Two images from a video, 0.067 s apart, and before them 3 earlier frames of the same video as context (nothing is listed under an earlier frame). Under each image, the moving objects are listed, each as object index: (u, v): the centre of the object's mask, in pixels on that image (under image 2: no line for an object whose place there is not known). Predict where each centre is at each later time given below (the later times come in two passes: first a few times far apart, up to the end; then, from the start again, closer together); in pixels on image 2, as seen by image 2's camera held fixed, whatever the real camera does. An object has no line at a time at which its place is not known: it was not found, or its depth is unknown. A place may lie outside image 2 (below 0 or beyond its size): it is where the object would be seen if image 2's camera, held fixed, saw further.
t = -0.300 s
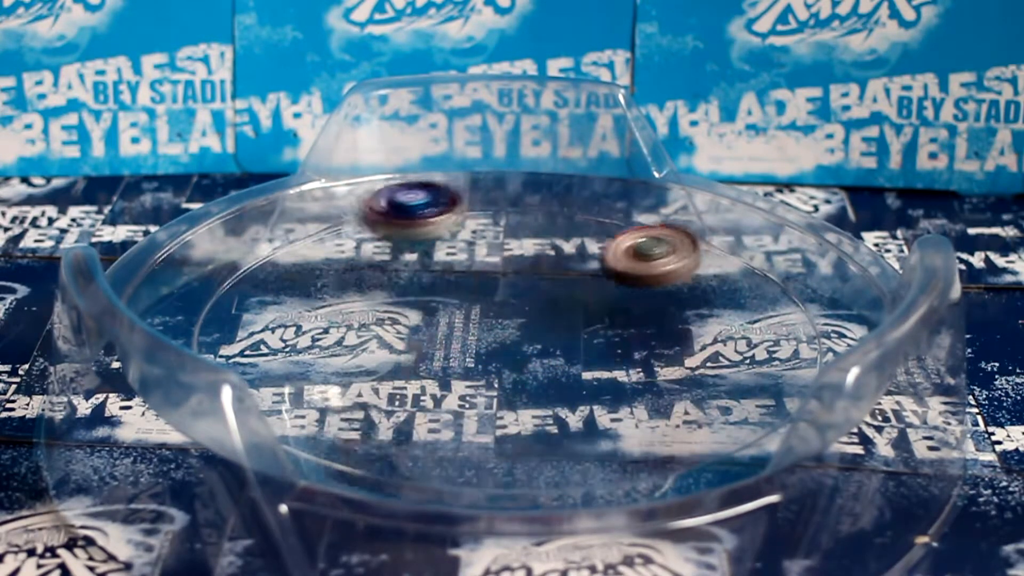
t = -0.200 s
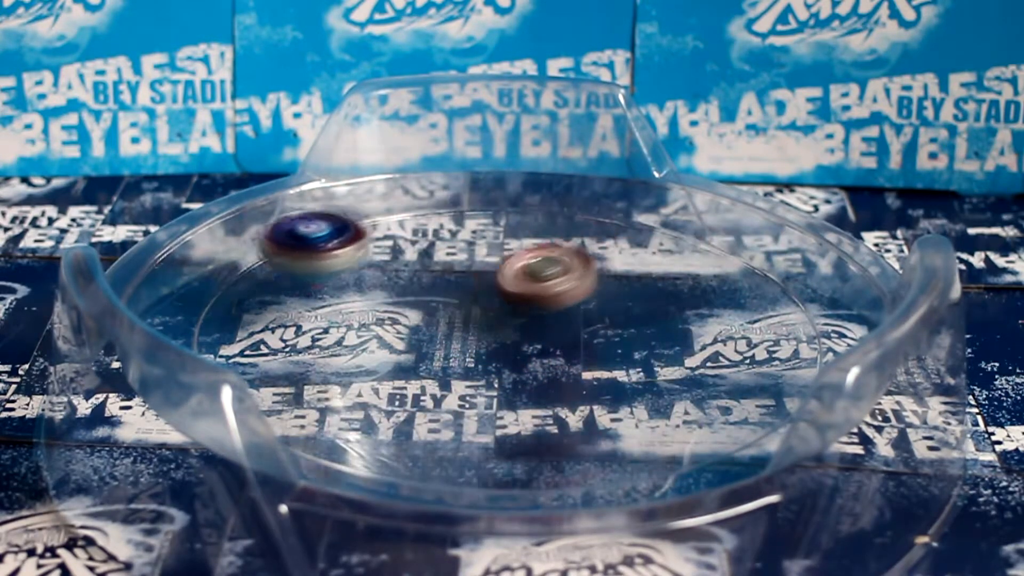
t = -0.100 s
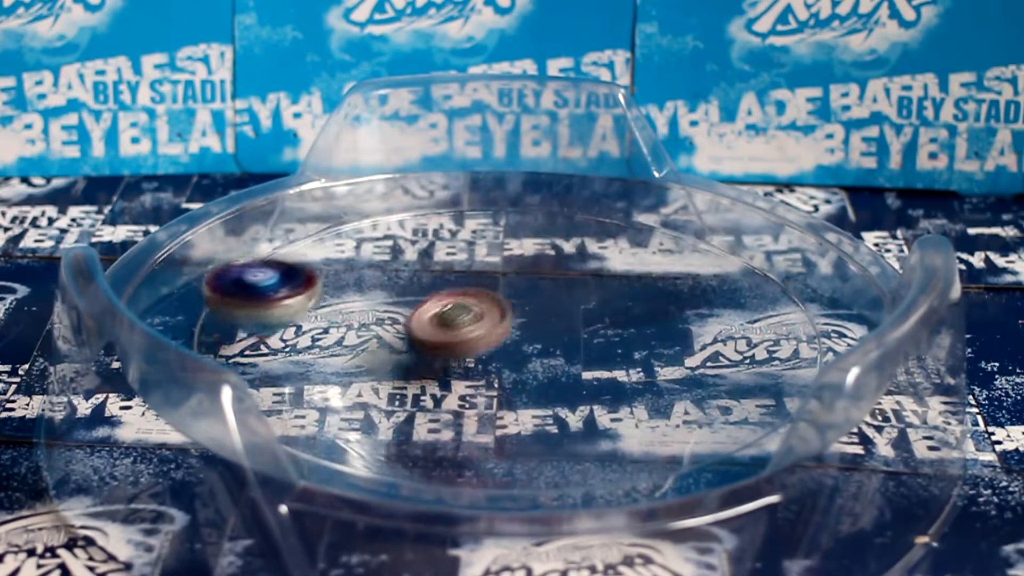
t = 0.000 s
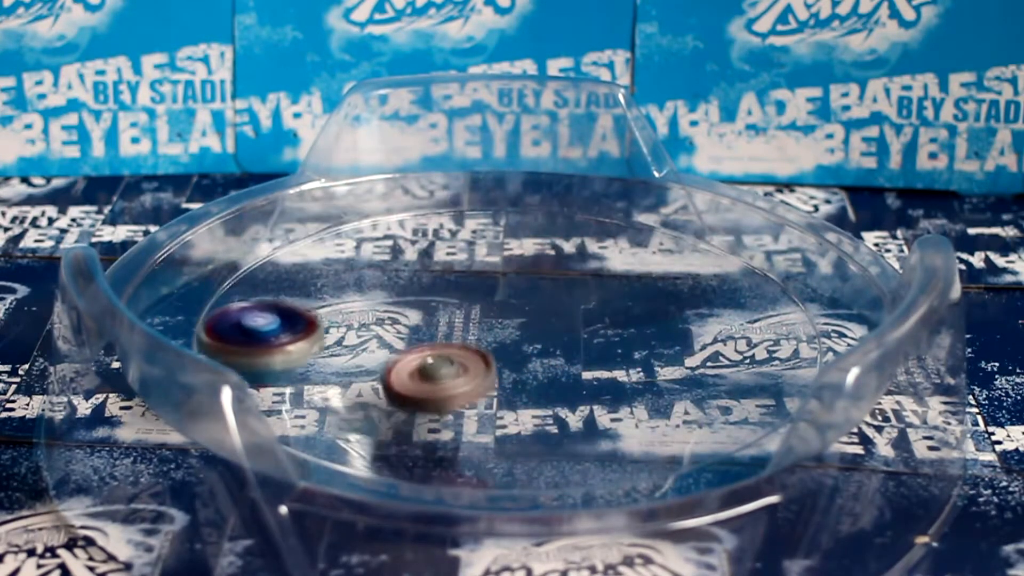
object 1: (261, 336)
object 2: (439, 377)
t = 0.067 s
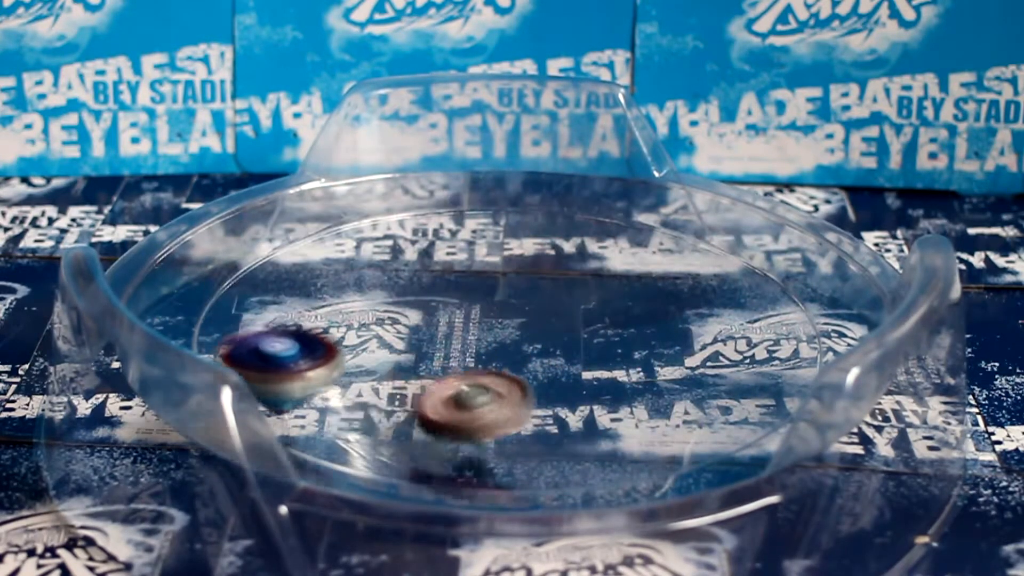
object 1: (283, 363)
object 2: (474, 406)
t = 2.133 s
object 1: (633, 334)
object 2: (335, 394)
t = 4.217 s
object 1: (609, 415)
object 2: (366, 341)
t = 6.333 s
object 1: (230, 227)
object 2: (335, 380)
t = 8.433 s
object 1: (736, 398)
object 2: (381, 240)
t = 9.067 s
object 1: (293, 387)
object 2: (750, 342)
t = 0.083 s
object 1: (290, 371)
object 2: (488, 411)
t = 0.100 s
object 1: (296, 377)
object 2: (504, 416)
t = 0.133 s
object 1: (311, 389)
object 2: (543, 422)
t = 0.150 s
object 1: (319, 394)
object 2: (564, 423)
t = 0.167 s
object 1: (328, 398)
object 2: (587, 424)
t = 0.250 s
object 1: (387, 415)
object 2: (703, 412)
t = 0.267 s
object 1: (402, 420)
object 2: (725, 407)
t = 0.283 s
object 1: (418, 424)
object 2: (744, 402)
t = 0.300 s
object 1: (433, 425)
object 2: (752, 393)
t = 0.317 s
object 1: (448, 427)
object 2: (761, 387)
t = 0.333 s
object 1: (463, 430)
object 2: (770, 377)
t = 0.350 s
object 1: (479, 430)
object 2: (776, 368)
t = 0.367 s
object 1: (495, 430)
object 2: (783, 359)
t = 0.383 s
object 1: (508, 429)
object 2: (787, 349)
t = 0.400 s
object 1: (524, 429)
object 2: (788, 341)
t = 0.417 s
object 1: (539, 428)
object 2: (785, 333)
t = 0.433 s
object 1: (554, 426)
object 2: (779, 324)
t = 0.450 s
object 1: (568, 425)
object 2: (769, 316)
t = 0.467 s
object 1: (581, 421)
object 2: (757, 310)
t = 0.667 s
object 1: (699, 373)
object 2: (525, 282)
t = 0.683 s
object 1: (704, 367)
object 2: (505, 284)
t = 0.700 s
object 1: (706, 362)
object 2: (484, 285)
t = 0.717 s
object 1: (708, 356)
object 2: (462, 289)
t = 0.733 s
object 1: (709, 350)
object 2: (443, 292)
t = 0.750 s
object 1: (708, 344)
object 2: (423, 298)
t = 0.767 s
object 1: (707, 338)
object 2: (407, 302)
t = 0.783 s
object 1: (704, 333)
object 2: (391, 306)
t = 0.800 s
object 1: (702, 327)
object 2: (376, 312)
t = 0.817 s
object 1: (698, 322)
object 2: (361, 318)
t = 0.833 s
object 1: (692, 316)
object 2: (349, 324)
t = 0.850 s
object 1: (688, 311)
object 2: (337, 330)
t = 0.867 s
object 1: (682, 307)
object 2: (328, 336)
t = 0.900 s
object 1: (671, 297)
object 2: (315, 352)
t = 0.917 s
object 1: (665, 293)
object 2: (311, 359)
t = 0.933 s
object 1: (657, 289)
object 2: (310, 367)
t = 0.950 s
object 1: (649, 284)
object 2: (310, 375)
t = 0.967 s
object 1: (639, 280)
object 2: (314, 383)
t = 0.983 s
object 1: (631, 277)
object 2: (317, 390)
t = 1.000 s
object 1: (619, 273)
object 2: (325, 398)
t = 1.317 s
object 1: (411, 257)
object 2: (677, 400)
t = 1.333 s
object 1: (402, 259)
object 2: (685, 393)
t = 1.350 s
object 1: (392, 261)
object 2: (688, 384)
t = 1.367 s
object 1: (384, 264)
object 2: (692, 375)
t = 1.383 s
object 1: (376, 267)
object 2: (691, 367)
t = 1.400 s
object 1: (368, 270)
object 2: (690, 358)
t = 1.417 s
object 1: (362, 274)
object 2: (685, 348)
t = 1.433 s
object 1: (356, 276)
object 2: (679, 339)
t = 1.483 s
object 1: (339, 291)
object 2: (651, 315)
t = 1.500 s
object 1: (336, 295)
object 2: (640, 307)
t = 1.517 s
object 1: (333, 300)
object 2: (628, 300)
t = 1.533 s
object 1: (332, 306)
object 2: (614, 293)
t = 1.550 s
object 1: (332, 311)
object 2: (599, 285)
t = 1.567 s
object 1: (332, 317)
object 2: (582, 280)
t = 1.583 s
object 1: (334, 323)
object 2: (565, 274)
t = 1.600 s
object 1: (337, 329)
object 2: (549, 269)
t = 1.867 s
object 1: (491, 383)
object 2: (260, 258)
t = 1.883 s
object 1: (505, 383)
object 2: (248, 263)
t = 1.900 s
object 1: (517, 383)
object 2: (235, 268)
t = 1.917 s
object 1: (528, 381)
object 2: (225, 275)
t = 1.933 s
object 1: (541, 380)
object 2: (217, 281)
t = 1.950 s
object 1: (552, 378)
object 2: (211, 290)
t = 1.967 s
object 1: (561, 376)
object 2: (209, 297)
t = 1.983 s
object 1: (573, 373)
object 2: (208, 309)
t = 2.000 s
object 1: (584, 370)
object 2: (212, 319)
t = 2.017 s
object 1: (593, 366)
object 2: (220, 328)
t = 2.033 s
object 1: (600, 363)
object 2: (229, 337)
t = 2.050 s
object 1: (608, 359)
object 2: (242, 347)
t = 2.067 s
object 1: (615, 354)
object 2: (257, 357)
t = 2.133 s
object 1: (633, 334)
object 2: (335, 394)
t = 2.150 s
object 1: (637, 328)
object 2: (354, 399)
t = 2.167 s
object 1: (639, 324)
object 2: (385, 405)
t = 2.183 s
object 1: (641, 319)
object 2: (408, 409)
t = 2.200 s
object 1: (639, 314)
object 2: (435, 411)
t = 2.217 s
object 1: (639, 309)
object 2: (461, 412)
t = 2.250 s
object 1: (636, 300)
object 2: (509, 411)
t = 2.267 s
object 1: (633, 295)
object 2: (532, 408)
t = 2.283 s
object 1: (629, 290)
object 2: (553, 404)
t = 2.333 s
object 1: (614, 278)
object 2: (606, 387)
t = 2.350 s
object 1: (607, 274)
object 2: (619, 379)
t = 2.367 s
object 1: (601, 269)
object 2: (632, 371)
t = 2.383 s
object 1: (593, 266)
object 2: (645, 363)
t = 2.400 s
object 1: (586, 264)
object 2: (654, 356)
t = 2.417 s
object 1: (578, 261)
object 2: (662, 344)
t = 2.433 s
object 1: (568, 259)
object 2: (667, 334)
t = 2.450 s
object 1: (559, 257)
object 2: (672, 325)
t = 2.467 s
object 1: (550, 255)
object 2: (674, 314)
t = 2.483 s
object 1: (542, 254)
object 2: (674, 305)
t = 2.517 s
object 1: (523, 255)
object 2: (671, 285)
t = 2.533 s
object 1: (514, 255)
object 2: (668, 276)
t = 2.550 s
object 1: (506, 256)
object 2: (662, 266)
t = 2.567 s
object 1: (497, 258)
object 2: (655, 255)
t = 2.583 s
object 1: (489, 260)
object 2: (649, 246)
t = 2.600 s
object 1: (479, 263)
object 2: (638, 237)
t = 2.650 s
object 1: (457, 271)
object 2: (607, 214)
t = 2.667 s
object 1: (450, 274)
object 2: (593, 207)
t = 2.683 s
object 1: (445, 276)
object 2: (582, 202)
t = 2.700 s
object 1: (439, 281)
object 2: (565, 195)
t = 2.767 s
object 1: (425, 299)
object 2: (498, 185)
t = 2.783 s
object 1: (423, 305)
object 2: (483, 188)
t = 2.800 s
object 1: (423, 309)
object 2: (464, 189)
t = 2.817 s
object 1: (423, 314)
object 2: (447, 191)
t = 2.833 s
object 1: (424, 319)
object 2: (430, 194)
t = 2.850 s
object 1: (426, 324)
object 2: (417, 197)
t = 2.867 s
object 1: (429, 329)
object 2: (398, 203)
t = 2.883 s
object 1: (432, 334)
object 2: (384, 209)
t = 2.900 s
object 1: (437, 339)
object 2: (372, 214)
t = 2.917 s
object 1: (442, 342)
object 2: (361, 224)
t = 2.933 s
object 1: (448, 348)
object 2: (350, 235)
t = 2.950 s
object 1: (454, 351)
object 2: (342, 244)
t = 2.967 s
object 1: (462, 355)
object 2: (336, 254)
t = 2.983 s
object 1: (468, 357)
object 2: (332, 263)
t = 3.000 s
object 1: (477, 361)
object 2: (330, 275)
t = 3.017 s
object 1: (485, 364)
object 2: (331, 290)
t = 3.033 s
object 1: (496, 366)
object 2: (332, 297)
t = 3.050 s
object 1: (505, 368)
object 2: (337, 311)
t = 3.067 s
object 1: (515, 369)
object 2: (343, 322)
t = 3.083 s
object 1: (524, 370)
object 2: (354, 332)
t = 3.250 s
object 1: (632, 354)
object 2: (509, 398)
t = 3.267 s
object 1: (643, 350)
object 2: (523, 400)
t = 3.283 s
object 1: (653, 346)
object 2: (537, 401)
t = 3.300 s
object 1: (659, 341)
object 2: (552, 401)
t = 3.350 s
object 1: (672, 329)
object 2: (603, 397)
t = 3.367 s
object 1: (675, 325)
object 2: (621, 394)
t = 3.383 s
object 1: (678, 319)
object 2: (642, 390)
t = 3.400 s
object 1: (679, 315)
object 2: (658, 386)
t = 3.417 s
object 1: (679, 310)
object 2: (678, 380)
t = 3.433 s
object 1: (680, 306)
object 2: (694, 374)
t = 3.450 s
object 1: (678, 302)
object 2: (709, 366)
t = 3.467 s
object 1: (675, 299)
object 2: (723, 359)
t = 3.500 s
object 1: (669, 293)
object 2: (745, 340)
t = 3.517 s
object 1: (665, 289)
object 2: (752, 331)
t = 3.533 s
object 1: (660, 287)
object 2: (757, 321)
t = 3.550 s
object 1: (655, 283)
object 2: (759, 312)
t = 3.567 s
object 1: (650, 281)
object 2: (759, 303)
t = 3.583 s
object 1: (644, 279)
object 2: (757, 295)
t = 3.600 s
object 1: (637, 276)
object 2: (751, 284)
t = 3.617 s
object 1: (630, 274)
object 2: (745, 278)
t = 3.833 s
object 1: (500, 288)
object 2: (566, 232)
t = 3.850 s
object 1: (492, 291)
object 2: (549, 234)
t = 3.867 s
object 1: (483, 295)
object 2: (529, 238)
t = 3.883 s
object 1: (478, 299)
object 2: (510, 241)
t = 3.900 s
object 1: (467, 309)
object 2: (501, 239)
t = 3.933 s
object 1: (448, 326)
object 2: (479, 231)
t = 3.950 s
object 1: (439, 336)
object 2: (469, 229)
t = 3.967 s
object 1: (433, 346)
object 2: (458, 230)
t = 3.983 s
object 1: (429, 353)
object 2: (447, 232)
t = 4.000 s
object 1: (425, 362)
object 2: (434, 235)
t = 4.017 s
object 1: (426, 372)
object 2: (424, 238)
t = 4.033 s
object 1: (429, 378)
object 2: (409, 245)
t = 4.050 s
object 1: (435, 388)
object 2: (397, 251)
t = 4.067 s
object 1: (445, 396)
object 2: (387, 260)
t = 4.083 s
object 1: (455, 402)
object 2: (379, 267)
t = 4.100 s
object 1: (475, 409)
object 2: (373, 273)
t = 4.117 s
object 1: (491, 414)
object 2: (364, 284)
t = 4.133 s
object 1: (510, 418)
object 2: (361, 293)
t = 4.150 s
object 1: (531, 421)
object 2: (357, 300)
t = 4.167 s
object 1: (550, 421)
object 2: (356, 311)
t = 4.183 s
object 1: (572, 418)
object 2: (358, 323)
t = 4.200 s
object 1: (594, 418)
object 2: (362, 332)
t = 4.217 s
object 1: (609, 415)
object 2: (366, 341)
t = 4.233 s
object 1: (633, 415)
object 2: (375, 350)
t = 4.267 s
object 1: (665, 410)
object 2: (392, 367)
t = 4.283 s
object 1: (681, 406)
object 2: (404, 375)
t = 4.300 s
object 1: (695, 401)
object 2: (420, 382)
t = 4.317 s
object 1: (707, 396)
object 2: (439, 389)
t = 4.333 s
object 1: (718, 389)
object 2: (460, 394)
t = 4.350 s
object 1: (728, 383)
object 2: (477, 398)
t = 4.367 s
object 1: (735, 374)
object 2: (496, 402)
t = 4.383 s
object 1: (742, 365)
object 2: (517, 404)
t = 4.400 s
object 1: (744, 356)
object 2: (537, 405)
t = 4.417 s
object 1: (742, 342)
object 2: (556, 405)
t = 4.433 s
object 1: (738, 333)
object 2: (581, 403)
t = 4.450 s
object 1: (728, 322)
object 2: (599, 400)
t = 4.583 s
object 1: (552, 273)
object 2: (726, 355)
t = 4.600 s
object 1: (524, 272)
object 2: (736, 346)
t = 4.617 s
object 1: (489, 272)
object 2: (742, 338)
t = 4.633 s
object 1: (459, 274)
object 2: (746, 328)
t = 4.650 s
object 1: (429, 277)
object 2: (747, 320)
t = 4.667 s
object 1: (401, 280)
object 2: (746, 311)
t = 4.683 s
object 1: (374, 286)
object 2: (744, 302)
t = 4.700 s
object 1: (349, 290)
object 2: (740, 294)
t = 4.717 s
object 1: (330, 296)
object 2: (735, 286)
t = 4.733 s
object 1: (314, 306)
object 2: (727, 279)
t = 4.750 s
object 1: (297, 315)
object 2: (718, 273)
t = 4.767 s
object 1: (285, 327)
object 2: (705, 266)
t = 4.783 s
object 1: (277, 338)
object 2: (695, 260)
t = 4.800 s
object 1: (275, 349)
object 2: (680, 255)
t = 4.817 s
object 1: (276, 364)
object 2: (665, 252)
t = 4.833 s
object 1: (283, 374)
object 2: (651, 248)
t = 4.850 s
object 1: (296, 388)
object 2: (634, 246)
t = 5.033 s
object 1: (680, 410)
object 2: (442, 271)
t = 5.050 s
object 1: (698, 401)
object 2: (425, 279)
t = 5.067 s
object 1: (711, 392)
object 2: (410, 286)
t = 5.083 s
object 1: (721, 380)
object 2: (400, 291)
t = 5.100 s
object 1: (727, 369)
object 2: (390, 300)
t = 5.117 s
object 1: (730, 354)
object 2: (383, 306)
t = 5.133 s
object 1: (726, 340)
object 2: (377, 313)
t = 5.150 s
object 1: (720, 326)
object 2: (372, 322)
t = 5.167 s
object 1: (710, 313)
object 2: (366, 328)
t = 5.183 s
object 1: (698, 301)
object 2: (365, 335)
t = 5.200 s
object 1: (687, 294)
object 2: (363, 347)
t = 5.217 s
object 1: (669, 283)
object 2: (364, 354)
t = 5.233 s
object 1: (654, 276)
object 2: (365, 362)
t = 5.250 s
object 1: (633, 266)
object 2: (370, 371)
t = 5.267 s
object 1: (607, 254)
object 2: (375, 378)
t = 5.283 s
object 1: (578, 245)
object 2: (384, 385)
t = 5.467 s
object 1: (269, 235)
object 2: (573, 422)
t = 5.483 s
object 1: (252, 241)
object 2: (591, 419)
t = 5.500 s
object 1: (233, 251)
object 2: (613, 415)
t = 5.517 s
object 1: (222, 263)
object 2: (632, 412)
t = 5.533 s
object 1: (214, 280)
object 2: (649, 408)
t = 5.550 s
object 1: (210, 293)
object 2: (667, 401)
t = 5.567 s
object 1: (208, 305)
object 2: (680, 395)
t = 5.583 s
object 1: (216, 321)
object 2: (692, 388)
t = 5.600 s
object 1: (227, 336)
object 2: (703, 379)
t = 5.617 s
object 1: (248, 353)
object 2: (711, 372)
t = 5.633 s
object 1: (287, 379)
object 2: (716, 364)
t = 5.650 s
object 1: (309, 395)
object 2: (718, 357)
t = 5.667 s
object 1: (332, 403)
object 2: (718, 347)
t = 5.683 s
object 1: (366, 412)
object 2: (715, 339)
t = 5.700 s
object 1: (411, 422)
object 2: (712, 331)
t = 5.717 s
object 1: (440, 428)
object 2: (707, 324)
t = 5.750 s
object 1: (519, 424)
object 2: (689, 310)
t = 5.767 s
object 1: (551, 421)
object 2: (679, 303)
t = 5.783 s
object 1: (583, 416)
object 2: (669, 298)
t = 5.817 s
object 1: (633, 402)
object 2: (643, 287)
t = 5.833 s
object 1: (654, 394)
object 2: (630, 283)
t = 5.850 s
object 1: (673, 379)
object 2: (615, 279)
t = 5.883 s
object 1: (700, 353)
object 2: (581, 273)
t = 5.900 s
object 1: (708, 339)
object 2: (563, 270)
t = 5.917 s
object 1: (709, 319)
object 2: (548, 268)
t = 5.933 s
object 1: (709, 307)
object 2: (527, 266)
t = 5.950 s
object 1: (707, 295)
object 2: (514, 266)
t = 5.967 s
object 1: (699, 280)
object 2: (493, 265)
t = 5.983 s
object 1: (689, 267)
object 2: (474, 267)
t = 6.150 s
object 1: (481, 177)
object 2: (334, 298)
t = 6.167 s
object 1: (452, 175)
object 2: (324, 303)
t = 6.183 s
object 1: (420, 177)
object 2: (317, 310)
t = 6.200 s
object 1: (394, 179)
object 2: (311, 318)
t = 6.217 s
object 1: (361, 181)
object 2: (306, 323)
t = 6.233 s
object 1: (343, 181)
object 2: (304, 331)
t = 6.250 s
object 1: (322, 186)
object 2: (304, 339)
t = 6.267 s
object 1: (293, 188)
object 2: (305, 347)
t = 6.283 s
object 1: (273, 199)
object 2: (309, 356)
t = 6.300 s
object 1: (258, 206)
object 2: (316, 364)
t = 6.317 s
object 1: (242, 213)
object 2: (325, 373)
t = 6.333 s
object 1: (230, 227)
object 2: (335, 380)
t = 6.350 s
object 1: (225, 238)
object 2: (348, 387)
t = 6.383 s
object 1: (218, 264)
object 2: (379, 399)
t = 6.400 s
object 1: (216, 285)
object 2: (396, 404)
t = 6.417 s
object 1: (220, 297)
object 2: (414, 408)
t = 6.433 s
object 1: (228, 309)
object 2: (442, 413)
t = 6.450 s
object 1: (241, 324)
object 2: (459, 415)
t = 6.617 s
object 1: (536, 410)
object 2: (633, 383)
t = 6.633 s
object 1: (566, 406)
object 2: (646, 375)
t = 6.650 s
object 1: (595, 400)
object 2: (658, 366)
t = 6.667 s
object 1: (621, 397)
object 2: (668, 353)
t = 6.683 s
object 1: (651, 390)
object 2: (671, 339)
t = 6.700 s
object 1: (677, 378)
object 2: (669, 325)
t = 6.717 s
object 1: (702, 368)
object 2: (668, 317)
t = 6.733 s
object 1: (726, 355)
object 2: (666, 309)
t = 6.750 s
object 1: (745, 340)
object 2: (664, 303)
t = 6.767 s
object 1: (758, 320)
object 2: (664, 296)
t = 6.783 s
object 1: (765, 306)
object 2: (661, 290)
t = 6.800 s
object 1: (770, 297)
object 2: (656, 281)
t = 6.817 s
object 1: (772, 282)
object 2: (650, 275)
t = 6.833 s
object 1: (769, 267)
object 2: (640, 266)
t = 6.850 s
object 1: (766, 253)
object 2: (631, 261)
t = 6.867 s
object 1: (760, 241)
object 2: (621, 253)
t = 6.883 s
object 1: (745, 227)
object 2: (609, 247)
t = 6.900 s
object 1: (724, 217)
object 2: (598, 241)
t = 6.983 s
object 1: (629, 176)
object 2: (502, 223)
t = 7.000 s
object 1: (617, 171)
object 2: (468, 220)
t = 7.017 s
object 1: (603, 166)
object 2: (440, 218)
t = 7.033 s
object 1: (583, 166)
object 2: (413, 218)
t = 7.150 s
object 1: (442, 203)
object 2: (273, 231)
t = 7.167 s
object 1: (426, 212)
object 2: (259, 235)
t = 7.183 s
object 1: (410, 225)
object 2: (248, 242)
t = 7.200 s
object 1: (397, 238)
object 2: (240, 250)
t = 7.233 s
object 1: (380, 268)
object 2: (227, 265)
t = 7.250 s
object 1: (375, 278)
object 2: (220, 272)
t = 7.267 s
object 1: (373, 294)
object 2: (215, 280)
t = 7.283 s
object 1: (375, 307)
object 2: (211, 288)
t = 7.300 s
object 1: (378, 323)
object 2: (209, 296)
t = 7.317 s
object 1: (386, 335)
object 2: (209, 304)
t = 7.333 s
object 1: (395, 346)
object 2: (209, 313)
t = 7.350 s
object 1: (413, 361)
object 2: (213, 322)
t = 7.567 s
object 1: (745, 375)
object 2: (398, 415)
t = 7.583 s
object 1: (771, 362)
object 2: (420, 419)
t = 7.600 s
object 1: (785, 351)
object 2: (446, 422)
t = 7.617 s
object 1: (800, 333)
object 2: (467, 422)
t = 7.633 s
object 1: (809, 320)
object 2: (489, 422)
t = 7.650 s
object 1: (815, 309)
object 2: (507, 421)
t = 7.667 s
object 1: (819, 299)
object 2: (530, 420)
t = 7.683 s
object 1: (819, 286)
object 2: (549, 417)
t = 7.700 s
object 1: (815, 276)
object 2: (569, 414)
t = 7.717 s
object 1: (809, 266)
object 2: (588, 410)
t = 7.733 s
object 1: (796, 257)
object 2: (606, 404)
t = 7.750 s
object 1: (787, 251)
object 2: (621, 398)
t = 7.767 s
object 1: (769, 243)
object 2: (638, 393)
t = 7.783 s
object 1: (751, 237)
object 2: (651, 386)
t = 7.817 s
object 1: (708, 229)
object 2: (673, 373)
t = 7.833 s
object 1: (683, 225)
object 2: (682, 366)
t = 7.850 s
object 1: (659, 224)
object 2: (690, 358)
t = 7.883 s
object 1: (609, 227)
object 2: (702, 340)
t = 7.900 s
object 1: (585, 231)
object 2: (706, 331)
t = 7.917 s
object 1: (559, 233)
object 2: (708, 322)
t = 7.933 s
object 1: (538, 239)
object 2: (709, 314)
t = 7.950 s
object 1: (516, 246)
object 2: (708, 306)
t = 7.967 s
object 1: (490, 255)
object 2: (707, 297)
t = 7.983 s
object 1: (471, 262)
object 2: (703, 287)
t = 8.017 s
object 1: (431, 278)
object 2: (696, 273)
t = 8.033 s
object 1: (415, 289)
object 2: (690, 265)
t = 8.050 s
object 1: (399, 299)
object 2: (682, 256)
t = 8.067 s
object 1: (387, 310)
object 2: (673, 249)
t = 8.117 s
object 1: (366, 343)
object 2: (643, 229)
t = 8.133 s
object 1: (362, 355)
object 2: (632, 223)
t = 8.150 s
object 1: (363, 364)
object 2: (620, 218)
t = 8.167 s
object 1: (366, 376)
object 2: (606, 212)
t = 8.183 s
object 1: (374, 388)
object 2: (593, 208)
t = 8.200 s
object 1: (385, 397)
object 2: (581, 206)
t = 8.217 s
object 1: (398, 404)
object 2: (565, 203)
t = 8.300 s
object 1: (510, 433)
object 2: (489, 201)
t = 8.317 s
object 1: (535, 435)
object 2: (474, 203)
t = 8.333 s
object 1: (562, 437)
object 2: (458, 206)
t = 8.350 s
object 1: (597, 427)
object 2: (444, 210)
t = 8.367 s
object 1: (630, 424)
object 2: (430, 214)
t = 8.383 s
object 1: (661, 420)
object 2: (417, 219)
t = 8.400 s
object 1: (689, 413)
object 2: (404, 226)
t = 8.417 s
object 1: (717, 406)
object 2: (392, 232)
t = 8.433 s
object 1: (736, 398)
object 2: (381, 240)
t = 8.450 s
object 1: (748, 389)
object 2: (372, 248)
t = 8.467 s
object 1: (758, 373)
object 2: (364, 256)
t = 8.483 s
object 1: (763, 363)
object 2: (357, 263)
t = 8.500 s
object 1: (764, 355)
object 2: (351, 272)
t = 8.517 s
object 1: (760, 346)
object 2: (346, 281)
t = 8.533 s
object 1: (753, 336)
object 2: (344, 291)
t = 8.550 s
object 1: (745, 327)
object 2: (342, 300)
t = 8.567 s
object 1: (732, 318)
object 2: (343, 310)
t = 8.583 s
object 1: (716, 311)
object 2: (345, 319)
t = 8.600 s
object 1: (703, 305)
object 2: (349, 328)
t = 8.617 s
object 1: (685, 298)
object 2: (356, 338)
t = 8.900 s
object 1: (305, 297)
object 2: (613, 402)
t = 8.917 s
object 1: (291, 303)
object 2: (632, 399)
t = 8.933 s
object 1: (278, 312)
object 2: (651, 395)
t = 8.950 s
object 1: (271, 320)
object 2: (667, 391)
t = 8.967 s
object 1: (262, 329)
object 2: (681, 386)
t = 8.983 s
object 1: (259, 340)
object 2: (697, 379)
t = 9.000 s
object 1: (259, 347)
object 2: (712, 373)
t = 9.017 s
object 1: (263, 355)
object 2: (723, 366)
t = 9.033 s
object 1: (272, 366)
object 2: (734, 359)
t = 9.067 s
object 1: (293, 387)
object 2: (750, 342)
